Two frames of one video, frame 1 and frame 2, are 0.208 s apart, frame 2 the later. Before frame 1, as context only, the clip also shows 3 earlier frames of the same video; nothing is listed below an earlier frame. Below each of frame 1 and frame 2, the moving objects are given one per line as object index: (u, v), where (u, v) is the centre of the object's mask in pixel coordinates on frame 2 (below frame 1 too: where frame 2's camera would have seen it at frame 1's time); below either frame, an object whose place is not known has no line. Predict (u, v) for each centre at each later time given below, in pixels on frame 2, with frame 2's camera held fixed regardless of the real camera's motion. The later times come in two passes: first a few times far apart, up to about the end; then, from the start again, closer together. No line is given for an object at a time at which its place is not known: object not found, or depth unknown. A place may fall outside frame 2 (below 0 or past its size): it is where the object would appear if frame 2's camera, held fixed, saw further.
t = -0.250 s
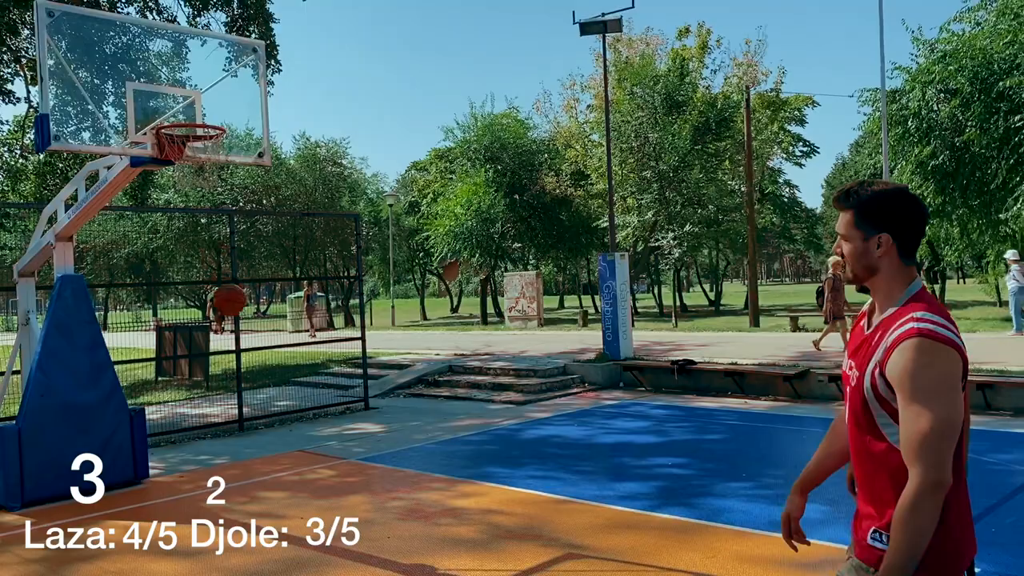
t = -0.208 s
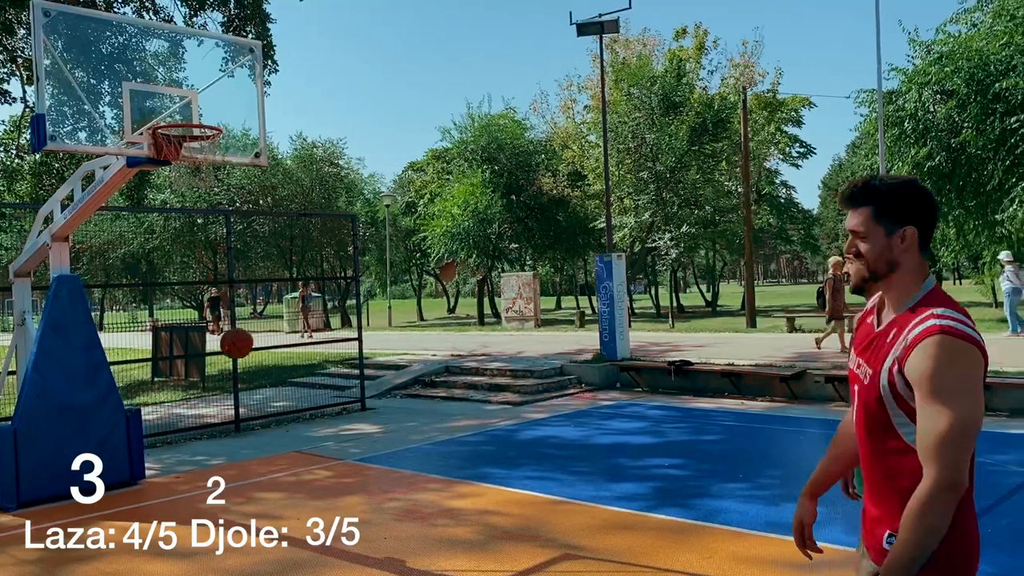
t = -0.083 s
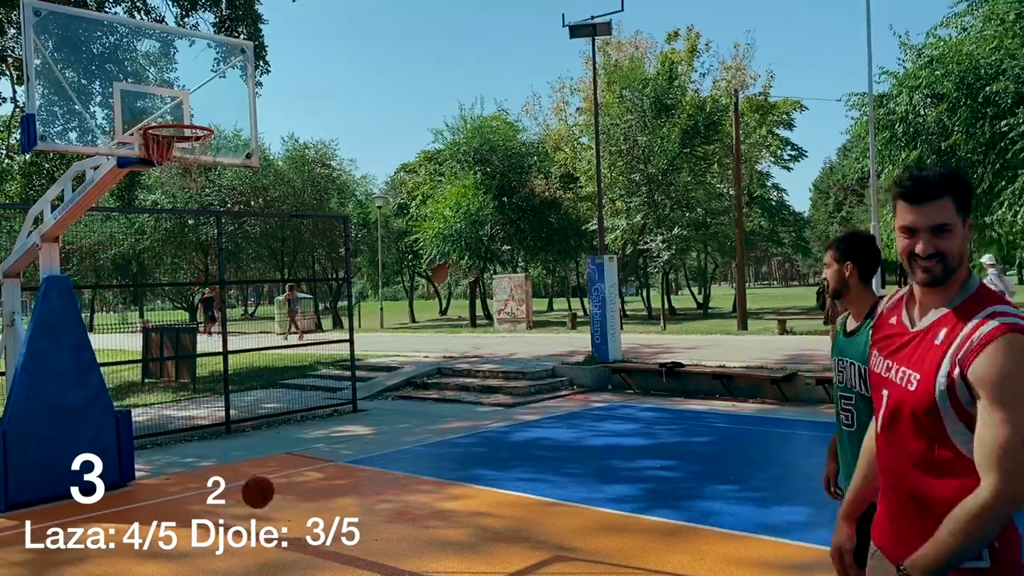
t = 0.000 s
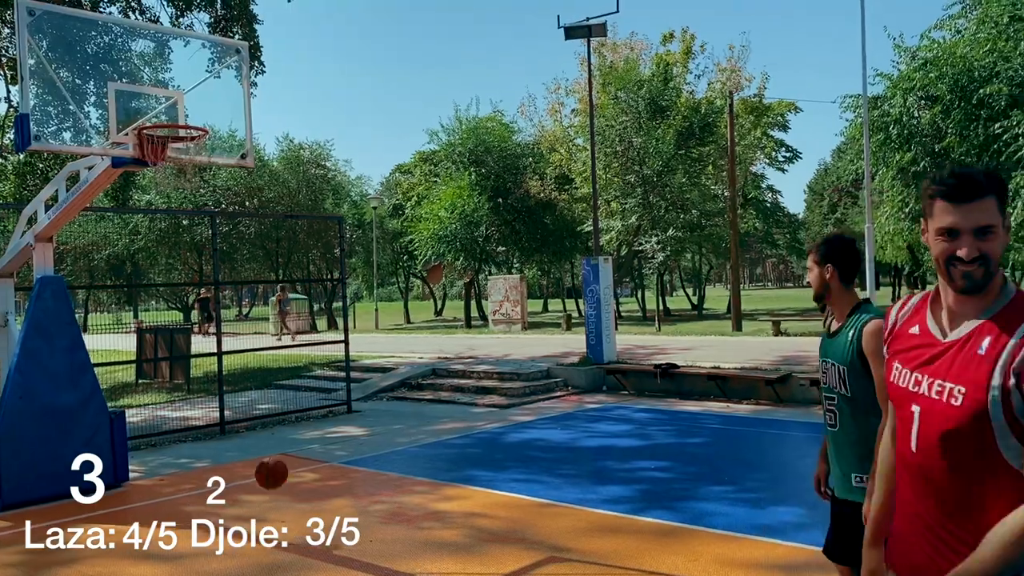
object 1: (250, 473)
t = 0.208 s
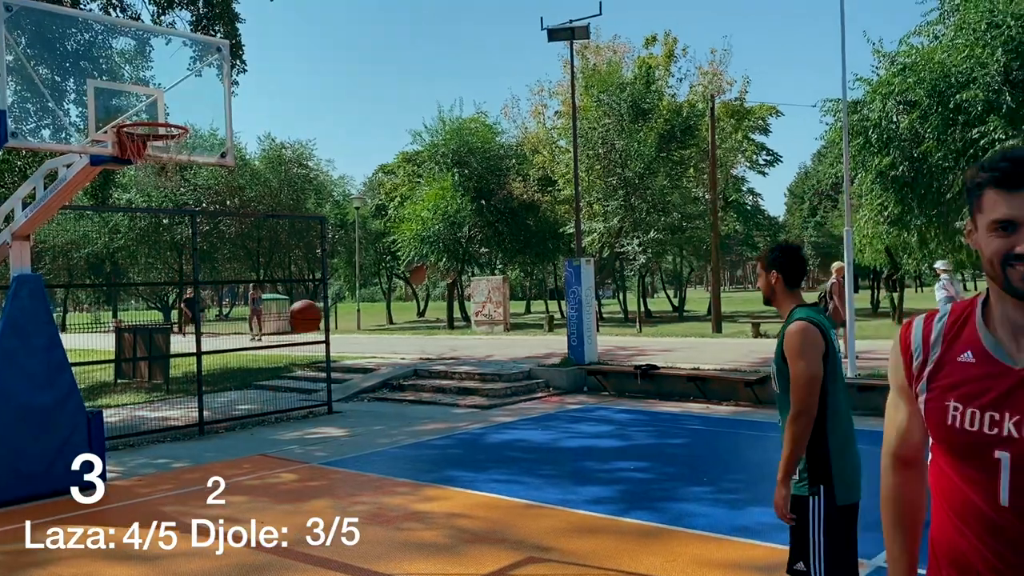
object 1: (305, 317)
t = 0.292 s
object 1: (326, 280)
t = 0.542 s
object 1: (396, 252)
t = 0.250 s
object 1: (315, 297)
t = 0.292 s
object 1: (326, 280)
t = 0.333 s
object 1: (341, 263)
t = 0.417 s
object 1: (363, 248)
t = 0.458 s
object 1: (374, 246)
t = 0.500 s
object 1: (385, 248)
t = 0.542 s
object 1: (396, 252)
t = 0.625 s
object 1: (421, 277)
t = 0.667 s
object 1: (433, 293)
